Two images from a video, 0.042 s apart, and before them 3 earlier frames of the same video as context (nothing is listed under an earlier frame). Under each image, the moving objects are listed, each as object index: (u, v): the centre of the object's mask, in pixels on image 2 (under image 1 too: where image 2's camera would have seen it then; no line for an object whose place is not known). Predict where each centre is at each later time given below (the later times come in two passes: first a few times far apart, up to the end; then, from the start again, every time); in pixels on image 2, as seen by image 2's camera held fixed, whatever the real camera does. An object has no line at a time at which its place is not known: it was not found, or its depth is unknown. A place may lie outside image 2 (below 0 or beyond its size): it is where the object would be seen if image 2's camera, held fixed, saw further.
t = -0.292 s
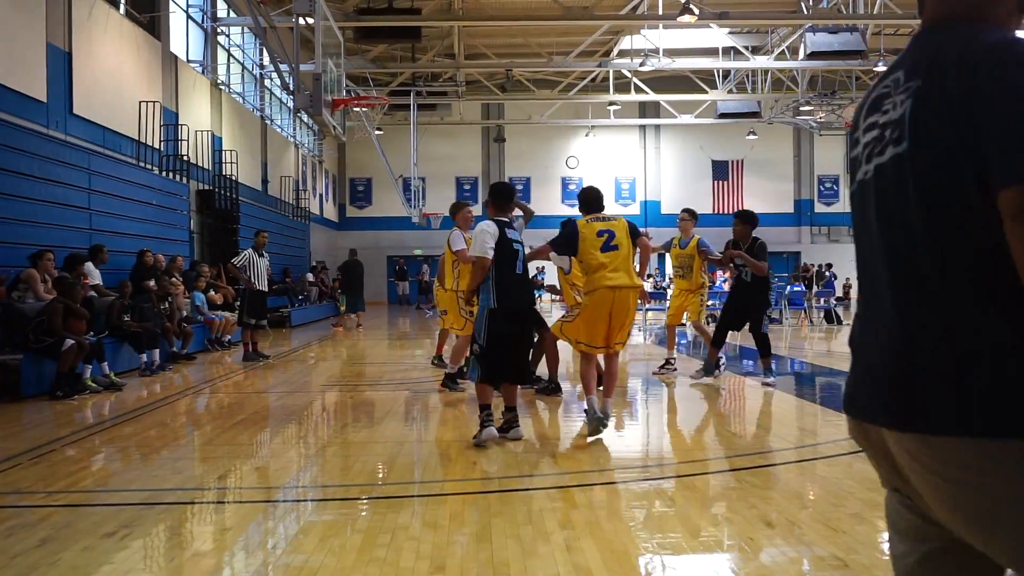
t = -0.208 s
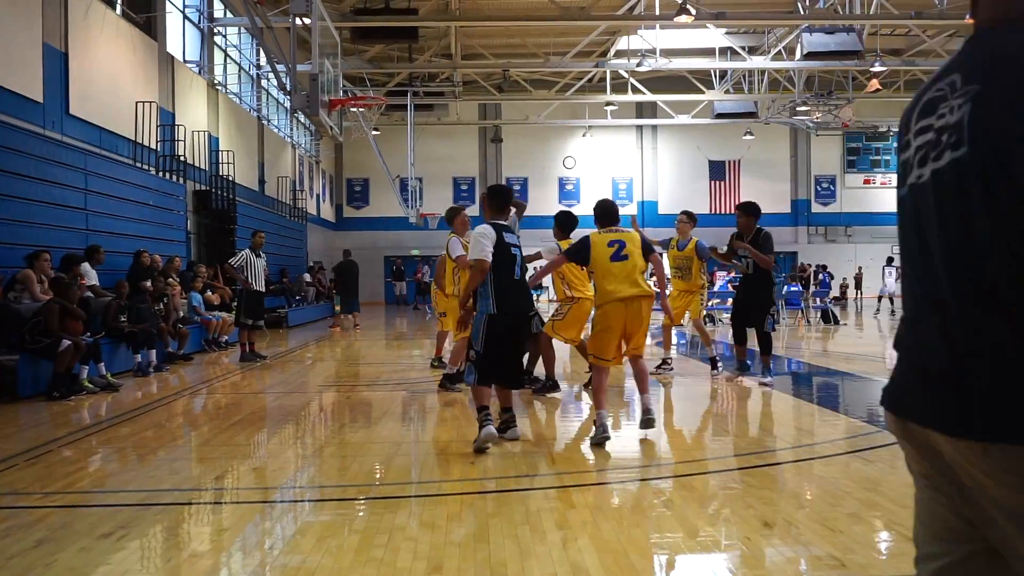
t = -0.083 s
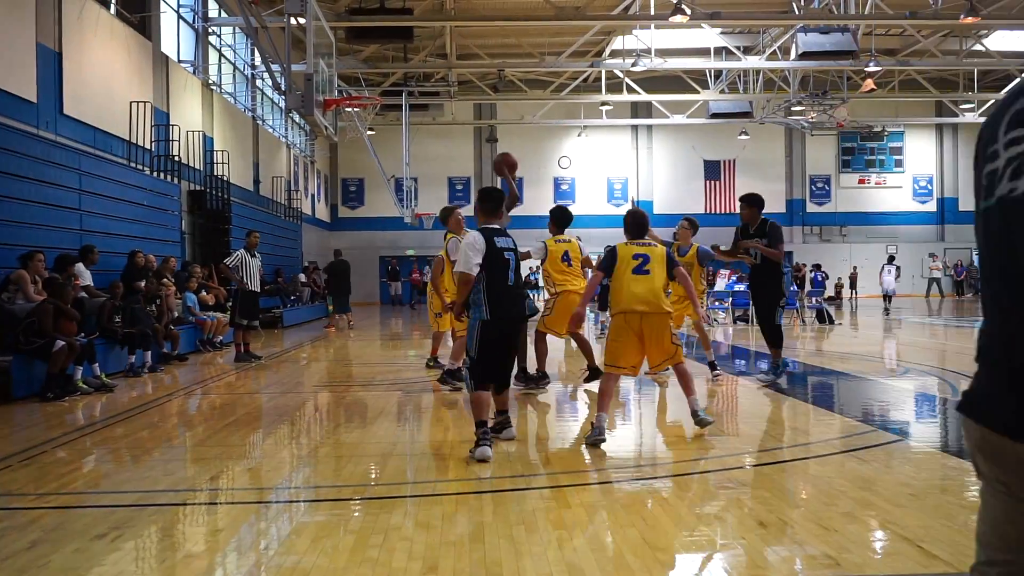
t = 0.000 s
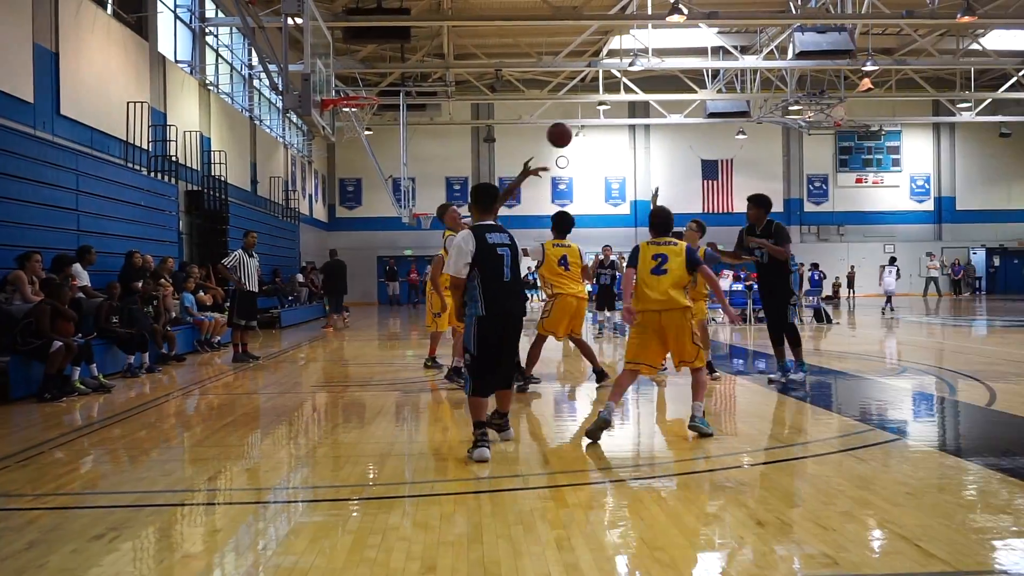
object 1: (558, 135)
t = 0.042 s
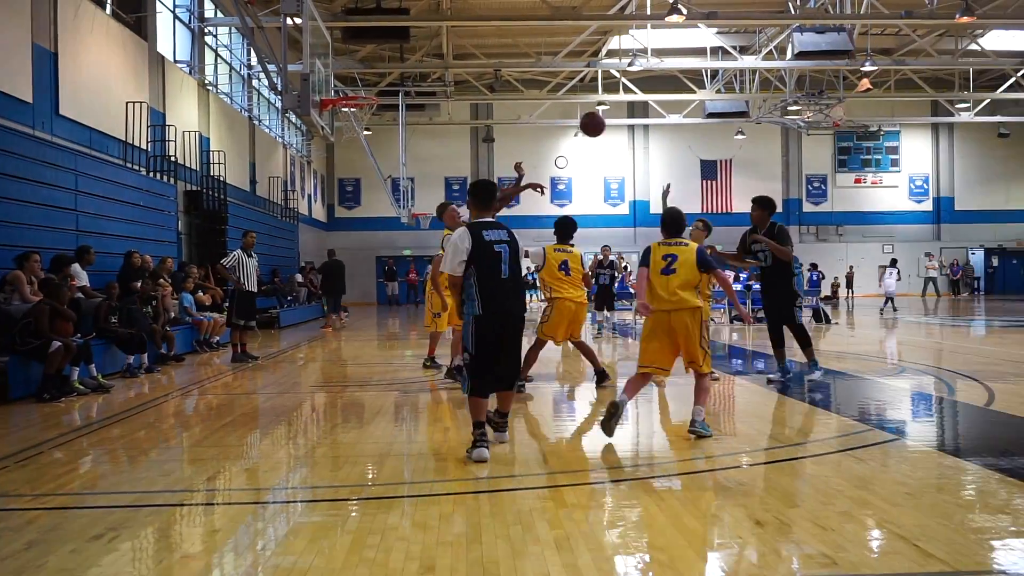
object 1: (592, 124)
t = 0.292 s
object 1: (803, 95)
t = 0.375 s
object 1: (876, 101)
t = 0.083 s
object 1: (627, 115)
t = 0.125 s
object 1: (662, 108)
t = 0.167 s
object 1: (697, 102)
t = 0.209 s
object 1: (733, 98)
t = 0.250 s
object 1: (769, 96)
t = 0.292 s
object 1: (803, 95)
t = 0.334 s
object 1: (840, 97)
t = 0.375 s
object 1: (876, 101)
